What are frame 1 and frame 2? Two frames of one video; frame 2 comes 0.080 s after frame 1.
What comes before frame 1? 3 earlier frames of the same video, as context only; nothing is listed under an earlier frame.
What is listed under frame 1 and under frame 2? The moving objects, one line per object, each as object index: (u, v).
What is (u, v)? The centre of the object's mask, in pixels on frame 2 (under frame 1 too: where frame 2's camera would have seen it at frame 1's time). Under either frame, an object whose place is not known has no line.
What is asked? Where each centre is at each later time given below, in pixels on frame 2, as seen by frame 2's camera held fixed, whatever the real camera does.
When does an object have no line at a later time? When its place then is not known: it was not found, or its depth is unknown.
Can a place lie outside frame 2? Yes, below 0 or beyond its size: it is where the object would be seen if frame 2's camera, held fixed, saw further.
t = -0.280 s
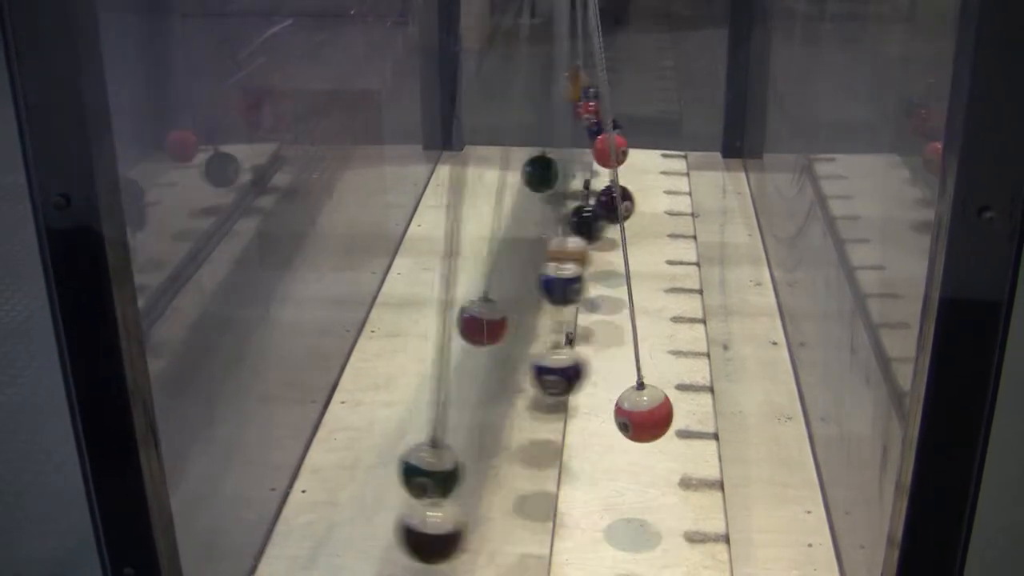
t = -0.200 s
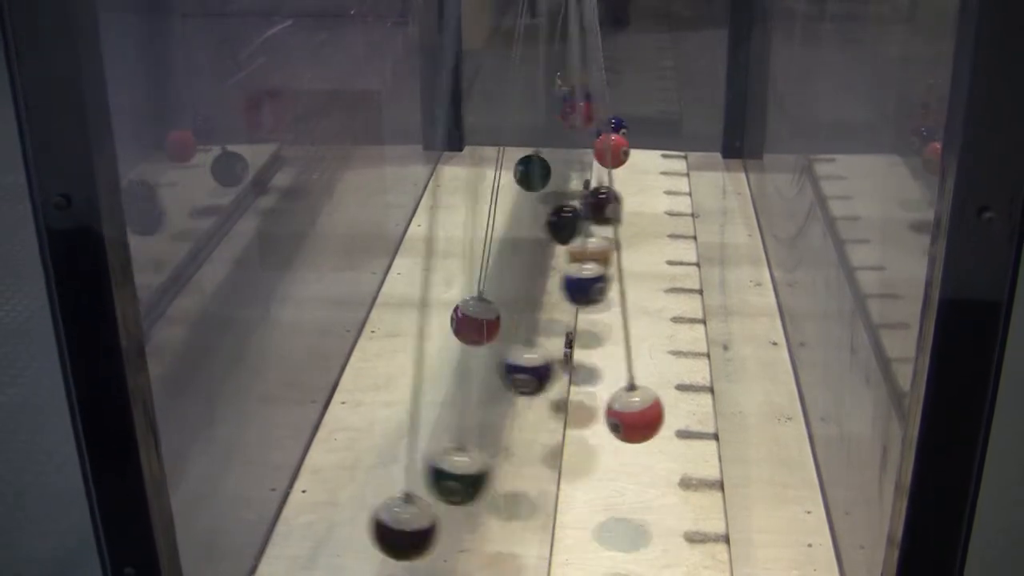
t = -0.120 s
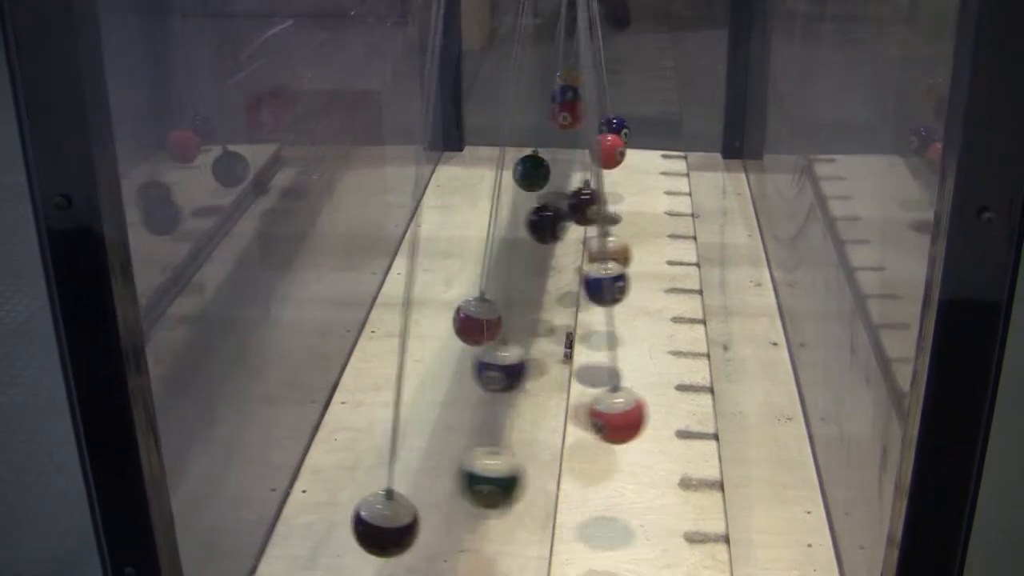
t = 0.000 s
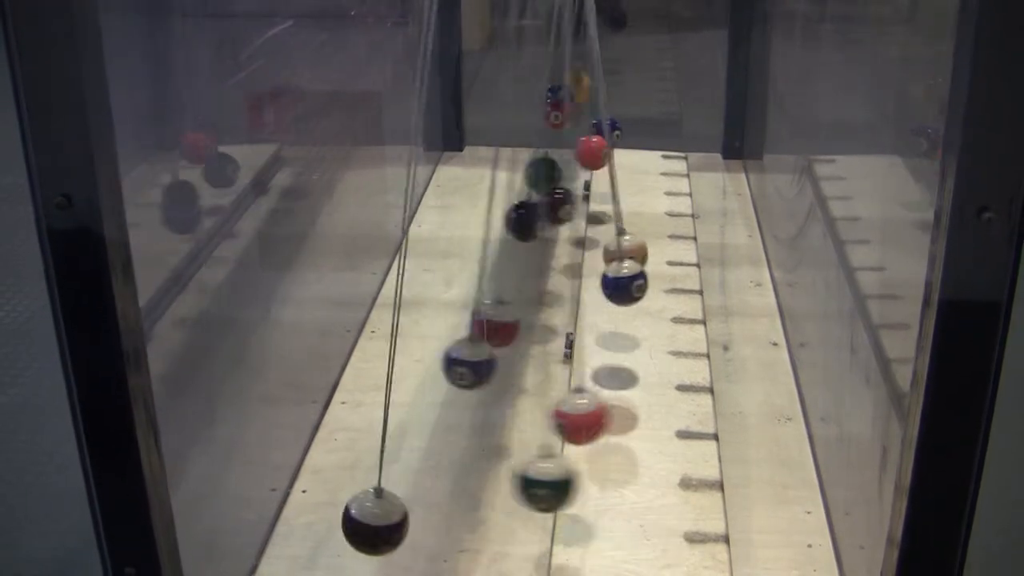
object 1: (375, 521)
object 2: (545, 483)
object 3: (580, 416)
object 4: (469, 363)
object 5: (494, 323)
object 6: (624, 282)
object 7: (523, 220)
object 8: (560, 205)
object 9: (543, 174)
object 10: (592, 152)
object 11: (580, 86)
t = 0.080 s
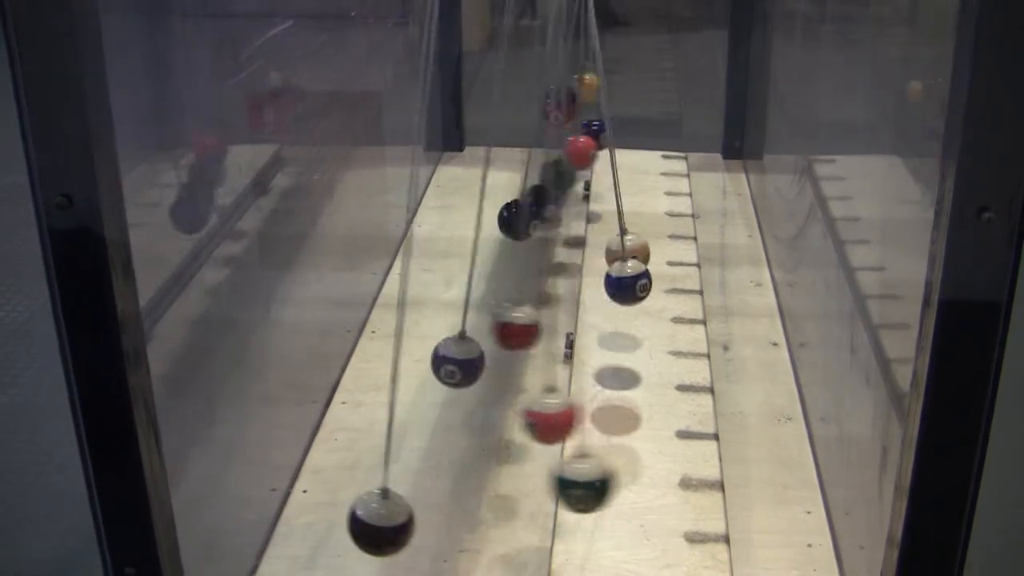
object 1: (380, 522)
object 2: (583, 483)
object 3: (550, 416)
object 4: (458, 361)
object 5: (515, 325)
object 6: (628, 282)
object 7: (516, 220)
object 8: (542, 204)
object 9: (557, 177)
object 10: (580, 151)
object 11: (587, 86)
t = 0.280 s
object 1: (435, 530)
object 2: (651, 479)
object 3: (480, 411)
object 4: (466, 361)
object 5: (577, 330)
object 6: (604, 283)
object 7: (529, 222)
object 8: (523, 194)
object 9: (601, 177)
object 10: (551, 150)
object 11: (609, 85)
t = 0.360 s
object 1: (468, 533)
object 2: (663, 478)
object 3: (459, 408)
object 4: (484, 363)
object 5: (601, 330)
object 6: (585, 283)
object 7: (544, 223)
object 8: (527, 198)
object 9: (614, 176)
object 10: (547, 149)
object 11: (613, 83)
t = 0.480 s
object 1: (527, 536)
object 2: (662, 478)
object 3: (442, 405)
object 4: (522, 368)
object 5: (624, 328)
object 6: (551, 282)
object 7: (574, 224)
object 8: (546, 203)
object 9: (621, 175)
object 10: (552, 150)
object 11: (604, 82)
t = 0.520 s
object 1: (546, 539)
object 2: (657, 478)
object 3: (440, 405)
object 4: (534, 369)
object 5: (629, 328)
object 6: (538, 281)
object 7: (583, 225)
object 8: (557, 204)
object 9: (620, 175)
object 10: (555, 151)
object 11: (599, 83)
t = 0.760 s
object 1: (646, 537)
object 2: (582, 479)
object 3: (475, 409)
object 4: (615, 369)
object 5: (612, 322)
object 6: (495, 277)
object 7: (620, 223)
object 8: (616, 195)
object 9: (580, 178)
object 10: (591, 149)
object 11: (575, 85)
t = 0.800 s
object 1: (657, 536)
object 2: (562, 481)
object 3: (489, 411)
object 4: (624, 369)
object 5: (603, 323)
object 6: (493, 276)
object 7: (620, 223)
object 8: (611, 197)
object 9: (574, 177)
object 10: (598, 151)
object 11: (573, 85)
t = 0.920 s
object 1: (674, 536)
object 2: (506, 477)
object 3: (529, 414)
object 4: (640, 368)
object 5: (570, 329)
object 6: (501, 277)
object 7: (611, 225)
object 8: (623, 200)
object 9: (551, 175)
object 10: (610, 152)
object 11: (570, 80)
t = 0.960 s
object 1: (674, 536)
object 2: (489, 474)
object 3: (546, 415)
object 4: (636, 369)
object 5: (557, 329)
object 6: (508, 278)
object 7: (606, 224)
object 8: (621, 200)
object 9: (543, 174)
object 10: (611, 151)
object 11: (570, 79)
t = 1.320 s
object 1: (571, 539)
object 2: (402, 466)
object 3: (640, 413)
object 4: (559, 372)
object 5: (477, 321)
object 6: (598, 283)
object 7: (528, 221)
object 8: (557, 205)
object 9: (554, 175)
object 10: (574, 151)
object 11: (607, 85)
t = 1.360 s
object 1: (552, 539)
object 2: (403, 466)
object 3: (641, 413)
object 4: (543, 371)
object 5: (477, 321)
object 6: (607, 283)
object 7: (524, 220)
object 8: (551, 204)
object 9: (566, 177)
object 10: (566, 149)
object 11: (611, 85)
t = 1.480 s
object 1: (492, 532)
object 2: (422, 468)
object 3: (632, 413)
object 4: (503, 367)
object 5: (486, 322)
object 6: (623, 282)
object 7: (517, 220)
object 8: (531, 197)
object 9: (588, 177)
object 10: (553, 150)
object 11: (612, 81)
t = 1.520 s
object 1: (473, 533)
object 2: (432, 470)
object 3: (625, 413)
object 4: (490, 366)
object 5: (493, 322)
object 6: (625, 281)
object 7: (519, 221)
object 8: (528, 195)
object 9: (597, 177)
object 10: (550, 150)
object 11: (611, 79)
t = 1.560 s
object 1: (456, 531)
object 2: (445, 472)
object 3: (616, 414)
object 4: (481, 364)
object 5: (502, 323)
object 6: (625, 281)
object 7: (522, 221)
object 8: (525, 194)
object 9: (605, 176)
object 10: (549, 150)
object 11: (608, 78)
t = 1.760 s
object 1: (390, 523)
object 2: (529, 478)
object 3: (553, 414)
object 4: (456, 361)
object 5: (559, 329)
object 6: (598, 283)
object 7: (558, 226)
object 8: (542, 201)
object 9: (618, 175)
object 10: (563, 152)
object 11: (582, 86)
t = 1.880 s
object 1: (377, 521)
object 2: (583, 481)
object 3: (508, 412)
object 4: (466, 362)
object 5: (595, 330)
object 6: (567, 283)
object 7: (589, 228)
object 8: (564, 203)
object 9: (607, 177)
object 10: (581, 152)
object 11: (583, 81)
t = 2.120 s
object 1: (414, 527)
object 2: (655, 477)
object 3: (447, 405)
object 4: (530, 369)
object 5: (629, 327)
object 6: (506, 279)
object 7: (618, 224)
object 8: (613, 197)
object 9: (559, 176)
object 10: (609, 151)
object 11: (582, 85)
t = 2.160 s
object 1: (427, 529)
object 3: (444, 405)
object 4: (546, 368)
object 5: (628, 327)
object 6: (502, 278)
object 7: (618, 225)
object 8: (617, 199)
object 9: (552, 175)
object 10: (610, 151)
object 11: (583, 86)
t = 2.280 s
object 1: (476, 534)
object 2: (658, 477)
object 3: (444, 405)
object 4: (588, 370)
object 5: (614, 326)
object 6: (494, 276)
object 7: (607, 224)
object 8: (618, 199)
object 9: (536, 173)
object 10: (604, 151)
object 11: (588, 85)
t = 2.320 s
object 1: (495, 534)
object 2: (652, 477)
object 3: (448, 405)
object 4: (600, 370)
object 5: (606, 323)
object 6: (495, 277)
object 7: (600, 225)
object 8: (615, 200)
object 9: (533, 173)
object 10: (600, 151)
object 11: (606, 81)
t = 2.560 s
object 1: (612, 539)
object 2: (573, 482)
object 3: (513, 412)
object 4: (639, 369)
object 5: (539, 328)
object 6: (538, 283)
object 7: (546, 223)
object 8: (573, 206)
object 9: (549, 177)
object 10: (569, 152)
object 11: (608, 81)
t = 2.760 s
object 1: (665, 537)
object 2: (485, 477)
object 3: (583, 416)
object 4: (612, 370)
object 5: (487, 322)
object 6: (592, 283)
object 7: (520, 221)
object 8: (535, 197)
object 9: (596, 177)
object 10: (550, 149)
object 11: (592, 85)
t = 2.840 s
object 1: (670, 537)
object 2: (455, 473)
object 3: (608, 415)
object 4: (588, 369)
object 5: (479, 321)
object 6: (608, 282)
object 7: (519, 221)
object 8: (528, 196)
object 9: (608, 176)
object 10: (552, 149)
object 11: (589, 85)
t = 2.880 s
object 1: (670, 537)
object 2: (440, 472)
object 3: (618, 414)
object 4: (575, 371)
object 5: (478, 321)
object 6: (614, 282)
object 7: (521, 221)
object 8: (527, 194)
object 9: (613, 176)
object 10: (555, 150)
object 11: (579, 87)
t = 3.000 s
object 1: (651, 537)
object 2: (411, 467)
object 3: (637, 414)
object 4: (531, 369)
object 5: (485, 322)
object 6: (623, 282)
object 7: (536, 223)
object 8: (535, 197)
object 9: (618, 176)
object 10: (570, 151)
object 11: (571, 83)
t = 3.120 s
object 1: (613, 538)
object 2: (403, 466)
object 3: (636, 413)
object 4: (494, 366)
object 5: (510, 324)
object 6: (616, 282)
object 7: (562, 226)
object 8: (556, 200)
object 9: (609, 177)
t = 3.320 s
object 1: (521, 536)
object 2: (436, 471)
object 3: (595, 415)
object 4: (459, 361)
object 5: (566, 328)
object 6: (571, 284)
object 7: (604, 225)
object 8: (597, 200)
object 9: (571, 178)
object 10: (608, 151)
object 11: (600, 84)
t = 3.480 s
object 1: (449, 531)
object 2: (496, 477)
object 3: (540, 415)
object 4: (466, 362)
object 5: (609, 329)
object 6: (531, 281)
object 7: (617, 222)
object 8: (617, 197)
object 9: (543, 175)
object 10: (603, 152)
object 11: (612, 85)
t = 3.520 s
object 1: (432, 528)
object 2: (514, 478)
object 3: (526, 413)
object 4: (474, 364)
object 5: (616, 328)
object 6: (521, 280)
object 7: (616, 223)
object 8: (618, 196)
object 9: (539, 174)
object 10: (599, 151)
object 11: (612, 85)
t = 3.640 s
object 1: (396, 525)
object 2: (568, 482)
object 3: (486, 411)
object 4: (504, 366)
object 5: (627, 328)
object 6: (502, 278)
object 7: (603, 227)
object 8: (612, 200)
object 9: (536, 173)
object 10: (581, 151)
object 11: (608, 80)
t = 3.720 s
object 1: (383, 523)
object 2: (603, 481)
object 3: (465, 409)
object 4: (529, 370)
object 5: (625, 328)
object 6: (497, 278)
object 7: (589, 226)
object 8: (600, 201)
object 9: (542, 174)
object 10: (570, 151)
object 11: (602, 79)
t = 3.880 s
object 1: (385, 523)
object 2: (649, 479)
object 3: (445, 405)
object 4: (587, 371)
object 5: (599, 327)
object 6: (509, 279)
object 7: (555, 220)
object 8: (567, 199)
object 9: (568, 174)
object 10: (550, 149)
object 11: (586, 88)
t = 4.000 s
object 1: (410, 528)
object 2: (661, 478)
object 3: (450, 406)
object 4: (619, 369)
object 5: (566, 331)
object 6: (535, 282)
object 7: (532, 222)
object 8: (544, 198)
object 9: (594, 177)
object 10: (552, 150)
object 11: (575, 86)
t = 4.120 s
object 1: (455, 533)
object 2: (651, 479)
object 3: (475, 410)
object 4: (636, 369)
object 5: (529, 327)
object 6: (566, 284)
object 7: (521, 220)
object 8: (531, 196)
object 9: (612, 176)
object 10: (561, 151)
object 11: (574, 77)
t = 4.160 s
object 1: (471, 536)
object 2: (643, 480)
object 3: (486, 411)
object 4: (638, 369)
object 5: (519, 326)
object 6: (577, 284)
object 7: (521, 220)
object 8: (529, 195)
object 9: (615, 176)
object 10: (566, 151)
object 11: (581, 79)
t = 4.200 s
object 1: (489, 535)
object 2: (633, 480)
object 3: (497, 412)
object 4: (637, 369)
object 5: (508, 325)
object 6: (586, 284)
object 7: (522, 221)
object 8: (529, 195)
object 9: (617, 176)
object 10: (571, 151)
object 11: (579, 80)
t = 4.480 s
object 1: (618, 539)
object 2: (518, 480)
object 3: (595, 415)
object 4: (575, 369)
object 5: (482, 322)
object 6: (623, 282)
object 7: (565, 226)
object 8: (566, 200)
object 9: (589, 177)
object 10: (608, 149)
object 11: (610, 86)
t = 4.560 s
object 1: (644, 539)
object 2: (485, 476)
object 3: (615, 416)
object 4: (551, 371)
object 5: (491, 323)
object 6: (617, 284)
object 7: (582, 224)
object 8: (586, 200)
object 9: (572, 176)
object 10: (608, 152)
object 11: (612, 86)
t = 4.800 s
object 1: (667, 537)
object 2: (413, 467)
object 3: (635, 415)
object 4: (478, 364)
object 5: (552, 329)
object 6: (566, 284)
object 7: (614, 224)
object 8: (614, 196)
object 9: (537, 174)
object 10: (586, 152)
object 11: (591, 82)
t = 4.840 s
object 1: (662, 538)
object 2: (409, 467)
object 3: (631, 415)
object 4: (470, 363)
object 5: (563, 330)
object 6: (556, 283)
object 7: (616, 225)
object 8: (616, 197)
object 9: (536, 174)
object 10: (581, 151)
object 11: (586, 86)
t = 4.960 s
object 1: (634, 539)
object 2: (409, 467)
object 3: (608, 417)
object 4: (459, 361)
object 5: (597, 330)
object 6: (526, 280)
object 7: (606, 225)
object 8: (610, 197)
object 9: (540, 175)
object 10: (563, 150)
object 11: (581, 88)
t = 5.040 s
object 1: (602, 535)
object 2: (420, 469)
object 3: (584, 416)
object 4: (462, 362)
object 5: (613, 329)
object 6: (510, 280)
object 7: (594, 227)
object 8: (594, 199)
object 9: (551, 176)
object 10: (555, 147)
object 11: (571, 88)
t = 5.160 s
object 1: (550, 540)
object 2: (452, 474)
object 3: (543, 417)
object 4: (481, 365)
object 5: (625, 328)
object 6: (498, 278)
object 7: (569, 227)
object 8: (568, 200)
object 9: (576, 175)
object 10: (551, 152)
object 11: (572, 84)
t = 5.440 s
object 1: (427, 528)
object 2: (572, 480)
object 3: (461, 408)
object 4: (570, 371)
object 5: (592, 329)
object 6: (530, 281)
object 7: (523, 221)
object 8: (530, 195)
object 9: (615, 176)
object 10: (579, 151)
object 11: (597, 86)
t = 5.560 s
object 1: (394, 524)
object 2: (617, 481)
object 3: (446, 406)
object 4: (606, 371)
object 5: (556, 328)
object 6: (560, 283)
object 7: (524, 221)
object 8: (535, 196)
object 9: (613, 176)
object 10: (593, 150)
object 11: (609, 86)
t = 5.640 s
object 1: (384, 523)
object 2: (640, 480)
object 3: (447, 406)
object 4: (623, 370)
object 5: (533, 328)
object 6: (581, 284)
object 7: (529, 222)
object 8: (546, 200)
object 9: (604, 177)
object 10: (602, 148)
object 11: (611, 85)
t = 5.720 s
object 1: (382, 523)
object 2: (654, 480)
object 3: (456, 408)
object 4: (633, 369)
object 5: (513, 326)
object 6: (598, 282)
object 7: (544, 225)
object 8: (559, 201)
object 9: (590, 178)
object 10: (607, 150)
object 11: (609, 85)
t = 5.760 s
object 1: (385, 523)
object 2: (658, 479)
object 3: (464, 409)
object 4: (635, 369)
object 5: (503, 324)
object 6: (605, 283)
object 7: (552, 225)
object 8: (566, 202)
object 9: (585, 176)
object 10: (606, 151)
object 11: (608, 84)
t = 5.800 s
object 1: (391, 524)
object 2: (659, 479)
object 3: (473, 411)
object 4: (635, 369)
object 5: (496, 324)
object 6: (613, 283)
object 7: (560, 225)
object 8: (575, 201)
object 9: (575, 175)
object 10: (605, 151)
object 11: (604, 79)
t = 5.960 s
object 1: (433, 530)
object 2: (639, 481)
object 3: (521, 415)
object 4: (614, 370)
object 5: (482, 322)
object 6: (620, 283)
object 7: (594, 222)
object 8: (605, 201)
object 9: (547, 175)
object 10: (590, 152)
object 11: (575, 87)
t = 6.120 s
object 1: (500, 537)
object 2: (587, 483)
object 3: (579, 416)
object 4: (567, 369)
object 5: (498, 324)
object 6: (601, 283)
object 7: (613, 224)
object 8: (617, 198)
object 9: (537, 173)
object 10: (568, 151)
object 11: (579, 87)
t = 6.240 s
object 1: (559, 540)
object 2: (534, 480)
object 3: (613, 416)
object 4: (525, 370)
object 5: (527, 325)
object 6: (573, 285)
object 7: (612, 224)
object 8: (607, 198)
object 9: (545, 174)
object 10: (563, 148)
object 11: (573, 82)
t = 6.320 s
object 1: (596, 540)
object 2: (499, 477)
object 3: (628, 415)
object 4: (502, 368)
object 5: (550, 327)
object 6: (551, 284)
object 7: (603, 224)
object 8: (596, 198)
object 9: (557, 176)
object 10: (551, 148)
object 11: (578, 79)
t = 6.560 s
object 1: (664, 539)
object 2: (422, 470)
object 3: (626, 415)
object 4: (462, 362)
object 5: (611, 331)
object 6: (505, 279)
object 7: (557, 226)
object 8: (549, 199)
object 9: (602, 178)
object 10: (568, 152)
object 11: (601, 85)
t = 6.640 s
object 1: (669, 538)
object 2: (412, 469)
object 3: (611, 416)
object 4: (464, 363)
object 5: (621, 329)
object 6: (501, 278)
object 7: (543, 223)
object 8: (538, 199)
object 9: (611, 177)
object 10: (579, 152)
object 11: (607, 85)
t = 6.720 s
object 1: (664, 538)
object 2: (410, 467)
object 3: (589, 416)
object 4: (474, 364)
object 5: (625, 329)
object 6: (503, 278)
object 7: (530, 222)
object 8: (532, 196)
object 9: (614, 176)
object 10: (589, 152)
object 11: (610, 85)
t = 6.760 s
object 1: (658, 539)
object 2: (413, 468)
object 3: (576, 417)
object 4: (482, 365)
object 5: (624, 329)
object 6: (507, 279)
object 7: (526, 222)
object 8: (531, 196)
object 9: (614, 176)
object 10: (592, 151)
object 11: (609, 85)
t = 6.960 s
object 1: (598, 540)
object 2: (460, 475)
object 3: (508, 412)
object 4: (542, 370)
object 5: (596, 331)
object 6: (546, 283)
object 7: (527, 222)
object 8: (550, 201)
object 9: (592, 179)
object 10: (608, 150)
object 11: (591, 80)
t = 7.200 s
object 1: (488, 533)
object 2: (560, 482)
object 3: (453, 407)
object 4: (615, 371)
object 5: (528, 327)
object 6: (604, 284)
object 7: (574, 226)
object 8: (595, 203)
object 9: (549, 175)
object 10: (582, 153)
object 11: (572, 85)
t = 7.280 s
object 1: (452, 532)
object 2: (594, 484)
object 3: (448, 406)
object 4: (629, 370)
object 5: (508, 325)
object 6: (615, 283)
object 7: (586, 223)
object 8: (610, 203)
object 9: (540, 174)
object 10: (572, 151)
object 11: (574, 85)
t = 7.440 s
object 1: (401, 526)
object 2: (641, 481)
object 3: (465, 410)
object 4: (633, 370)
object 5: (486, 323)
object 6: (617, 283)
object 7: (610, 226)
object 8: (626, 201)
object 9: (541, 175)
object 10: (557, 148)
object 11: (590, 84)
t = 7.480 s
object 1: (394, 525)
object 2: (649, 481)
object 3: (474, 411)
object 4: (629, 370)
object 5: (484, 323)
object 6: (616, 283)
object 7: (613, 225)
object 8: (614, 198)
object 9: (544, 176)
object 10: (555, 148)
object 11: (587, 84)
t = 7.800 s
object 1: (415, 530)
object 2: (625, 482)
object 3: (575, 417)
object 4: (542, 370)
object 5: (535, 326)
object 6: (547, 283)
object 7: (578, 225)
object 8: (560, 203)
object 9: (600, 177)
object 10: (575, 152)
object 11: (605, 85)
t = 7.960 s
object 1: (476, 535)
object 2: (565, 482)
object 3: (619, 416)
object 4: (494, 367)
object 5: (578, 332)
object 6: (513, 279)
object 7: (547, 223)
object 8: (535, 198)
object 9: (614, 176)
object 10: (593, 150)
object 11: (591, 80)
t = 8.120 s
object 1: (551, 541)
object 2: (496, 479)
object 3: (635, 415)
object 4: (466, 363)
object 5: (613, 330)
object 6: (502, 278)
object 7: (526, 223)
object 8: (532, 196)
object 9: (605, 177)
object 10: (604, 148)
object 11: (578, 86)
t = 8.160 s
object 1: (569, 540)
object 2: (481, 476)
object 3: (634, 415)
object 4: (464, 362)
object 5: (618, 329)
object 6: (503, 278)
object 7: (525, 221)
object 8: (537, 196)
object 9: (599, 178)
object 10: (604, 149)
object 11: (579, 85)
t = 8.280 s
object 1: (616, 540)
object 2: (441, 472)
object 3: (620, 416)
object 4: (469, 363)
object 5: (623, 329)
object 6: (516, 280)
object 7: (529, 222)
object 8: (553, 202)
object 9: (579, 177)
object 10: (597, 150)
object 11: (571, 84)
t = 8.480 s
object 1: (664, 538)
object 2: (411, 467)
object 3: (563, 416)
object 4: (512, 369)
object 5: (596, 330)
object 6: (559, 284)
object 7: (559, 226)
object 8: (589, 206)
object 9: (544, 175)
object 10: (576, 151)
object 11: (591, 81)
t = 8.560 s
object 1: (666, 538)
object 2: (415, 468)
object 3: (535, 414)
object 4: (538, 367)
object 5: (575, 330)
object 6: (580, 284)
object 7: (577, 225)
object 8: (602, 204)
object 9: (539, 174)
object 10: (562, 150)
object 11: (594, 85)
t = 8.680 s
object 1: (652, 538)
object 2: (438, 472)
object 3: (498, 412)
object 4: (579, 372)
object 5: (541, 329)
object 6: (605, 283)
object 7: (599, 222)
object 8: (615, 200)
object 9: (541, 175)
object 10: (556, 148)
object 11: (602, 85)
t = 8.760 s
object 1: (631, 539)
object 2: (463, 474)
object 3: (476, 410)
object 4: (601, 371)
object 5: (521, 326)
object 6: (615, 283)
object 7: (609, 224)
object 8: (614, 199)
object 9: (550, 176)
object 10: (555, 148)
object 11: (609, 86)
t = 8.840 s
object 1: (603, 539)
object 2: (491, 477)
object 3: (459, 408)
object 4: (619, 371)
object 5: (503, 325)
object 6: (619, 282)
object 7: (612, 223)
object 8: (605, 198)
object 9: (561, 177)
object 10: (558, 148)
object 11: (604, 85)
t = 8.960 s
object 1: (548, 540)
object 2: (542, 481)
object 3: (450, 406)
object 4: (633, 370)
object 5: (488, 323)
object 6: (612, 283)
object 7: (607, 224)
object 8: (586, 203)
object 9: (584, 174)
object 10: (572, 150)
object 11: (598, 82)
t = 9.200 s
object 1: (444, 533)
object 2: (631, 482)
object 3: (484, 413)
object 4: (606, 371)
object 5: (504, 325)
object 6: (562, 285)
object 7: (565, 225)
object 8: (543, 202)
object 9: (613, 177)
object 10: (597, 149)
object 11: (578, 86)
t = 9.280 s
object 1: (417, 528)
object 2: (648, 481)
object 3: (505, 413)
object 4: (584, 371)
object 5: (521, 328)
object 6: (543, 283)
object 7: (550, 224)
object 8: (533, 200)
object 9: (611, 177)
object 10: (600, 148)
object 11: (576, 85)
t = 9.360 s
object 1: (399, 525)
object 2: (654, 480)
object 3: (531, 416)
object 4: (559, 370)
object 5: (542, 327)
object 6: (526, 281)
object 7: (539, 222)
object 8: (531, 201)
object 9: (606, 177)
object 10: (602, 148)
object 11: (576, 86)
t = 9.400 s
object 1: (392, 524)
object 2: (654, 480)
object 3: (545, 414)
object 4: (545, 366)
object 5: (554, 326)
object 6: (518, 280)
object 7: (532, 219)
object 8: (531, 196)
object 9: (600, 177)
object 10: (601, 149)
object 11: (577, 86)
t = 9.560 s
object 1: (391, 524)
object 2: (632, 481)
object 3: (595, 416)
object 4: (497, 367)
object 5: (595, 331)
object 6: (503, 279)
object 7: (526, 221)
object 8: (550, 202)
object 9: (574, 177)
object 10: (586, 149)
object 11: (592, 80)
